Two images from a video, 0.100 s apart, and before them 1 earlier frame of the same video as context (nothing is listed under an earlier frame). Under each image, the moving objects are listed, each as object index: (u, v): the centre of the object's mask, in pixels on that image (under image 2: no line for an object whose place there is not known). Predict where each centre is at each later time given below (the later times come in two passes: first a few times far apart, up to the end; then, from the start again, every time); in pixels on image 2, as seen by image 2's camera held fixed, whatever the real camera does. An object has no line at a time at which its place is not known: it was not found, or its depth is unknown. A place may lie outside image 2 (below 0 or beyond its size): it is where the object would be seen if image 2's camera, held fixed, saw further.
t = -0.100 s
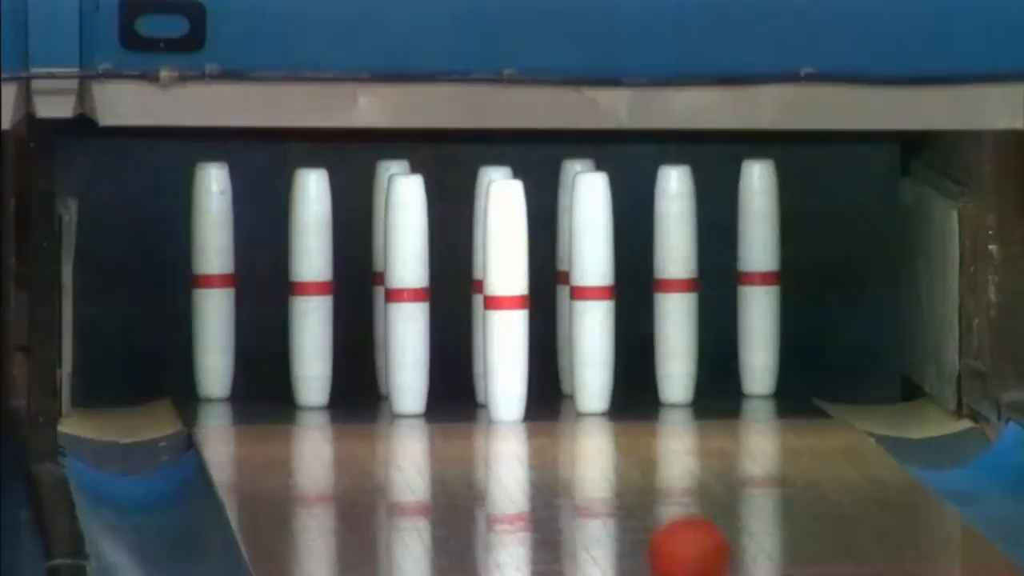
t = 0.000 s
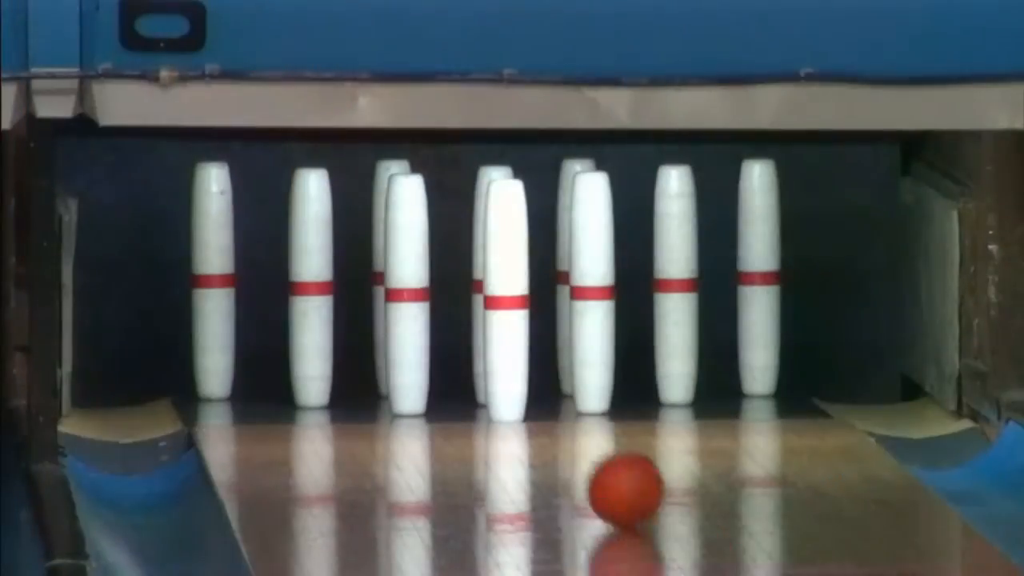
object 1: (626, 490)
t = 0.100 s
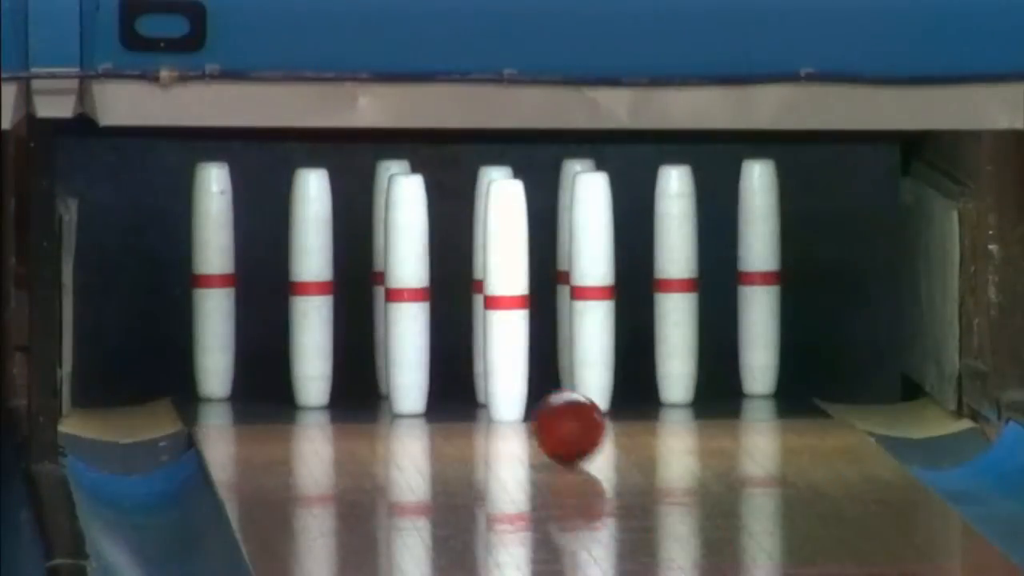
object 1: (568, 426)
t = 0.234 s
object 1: (549, 382)
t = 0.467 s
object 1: (547, 361)
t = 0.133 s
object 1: (552, 410)
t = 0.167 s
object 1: (537, 396)
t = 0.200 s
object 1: (529, 384)
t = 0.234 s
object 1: (549, 382)
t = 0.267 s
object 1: (540, 376)
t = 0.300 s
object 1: (536, 371)
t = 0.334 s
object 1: (549, 368)
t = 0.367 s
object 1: (557, 364)
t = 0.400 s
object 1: (557, 361)
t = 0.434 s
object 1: (553, 359)
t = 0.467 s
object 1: (547, 361)
